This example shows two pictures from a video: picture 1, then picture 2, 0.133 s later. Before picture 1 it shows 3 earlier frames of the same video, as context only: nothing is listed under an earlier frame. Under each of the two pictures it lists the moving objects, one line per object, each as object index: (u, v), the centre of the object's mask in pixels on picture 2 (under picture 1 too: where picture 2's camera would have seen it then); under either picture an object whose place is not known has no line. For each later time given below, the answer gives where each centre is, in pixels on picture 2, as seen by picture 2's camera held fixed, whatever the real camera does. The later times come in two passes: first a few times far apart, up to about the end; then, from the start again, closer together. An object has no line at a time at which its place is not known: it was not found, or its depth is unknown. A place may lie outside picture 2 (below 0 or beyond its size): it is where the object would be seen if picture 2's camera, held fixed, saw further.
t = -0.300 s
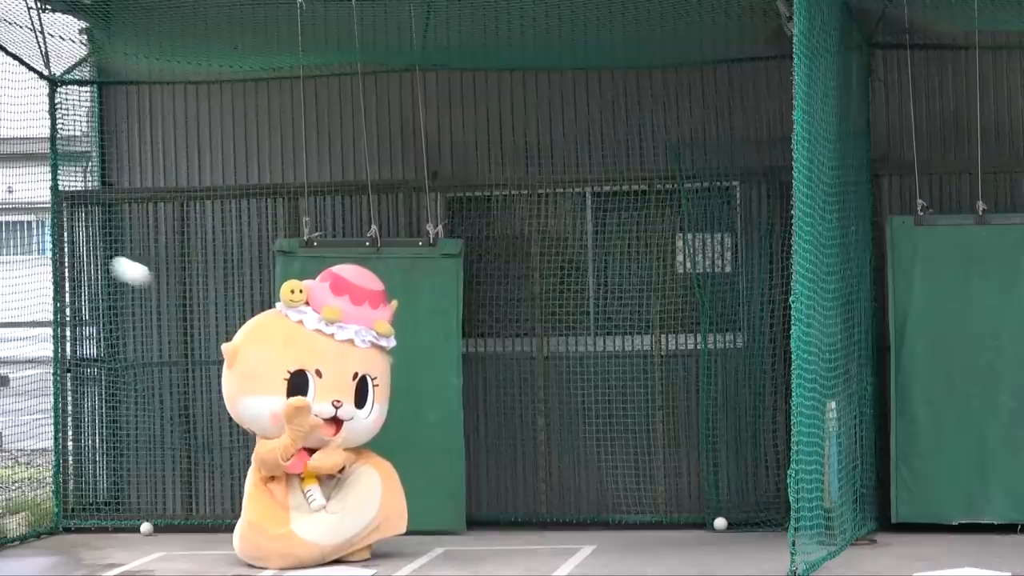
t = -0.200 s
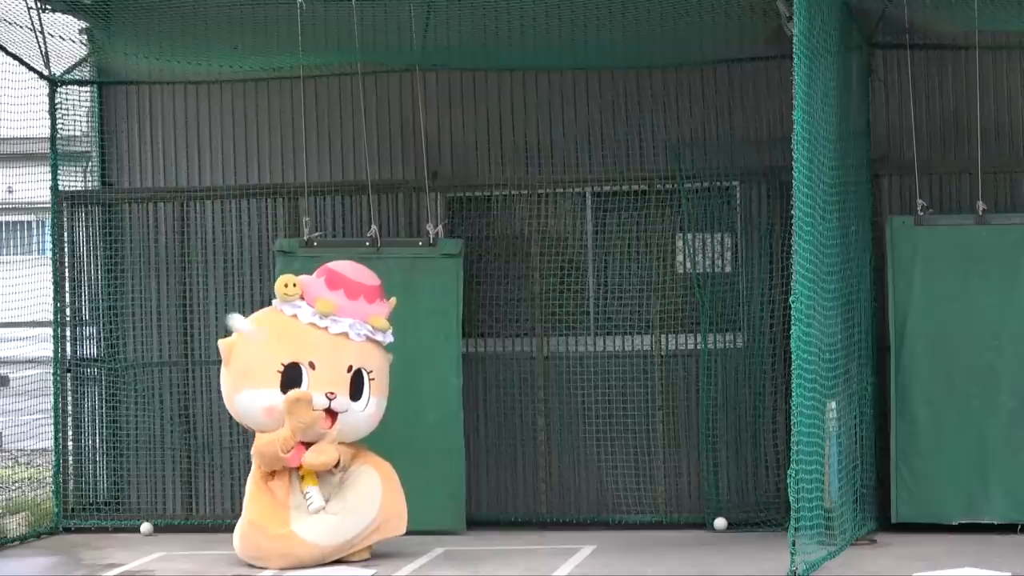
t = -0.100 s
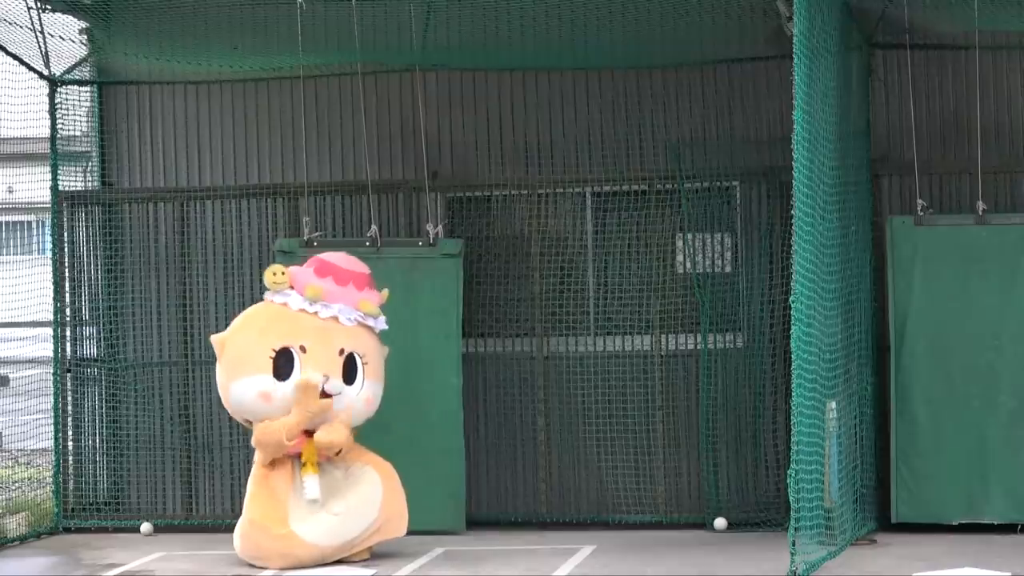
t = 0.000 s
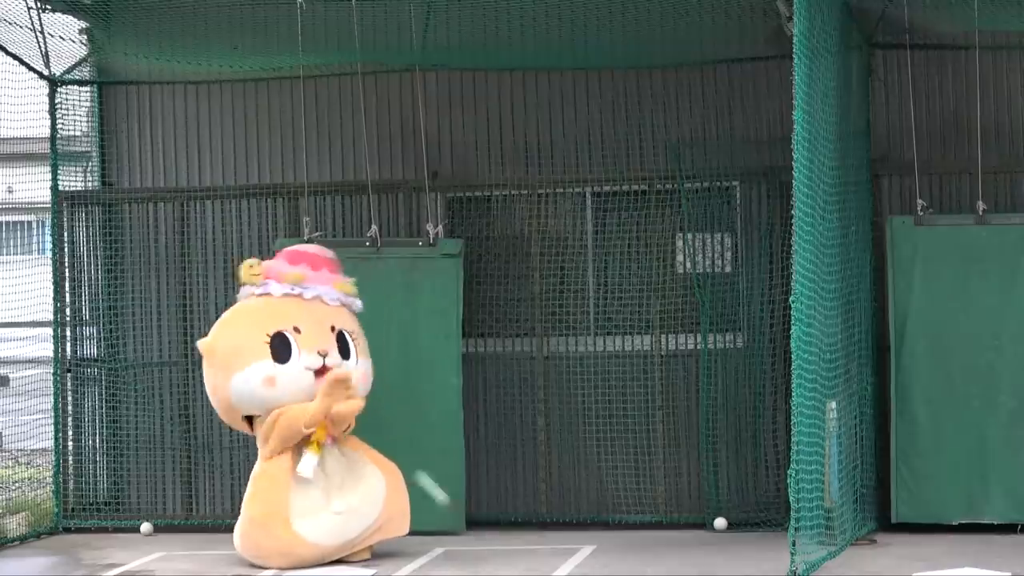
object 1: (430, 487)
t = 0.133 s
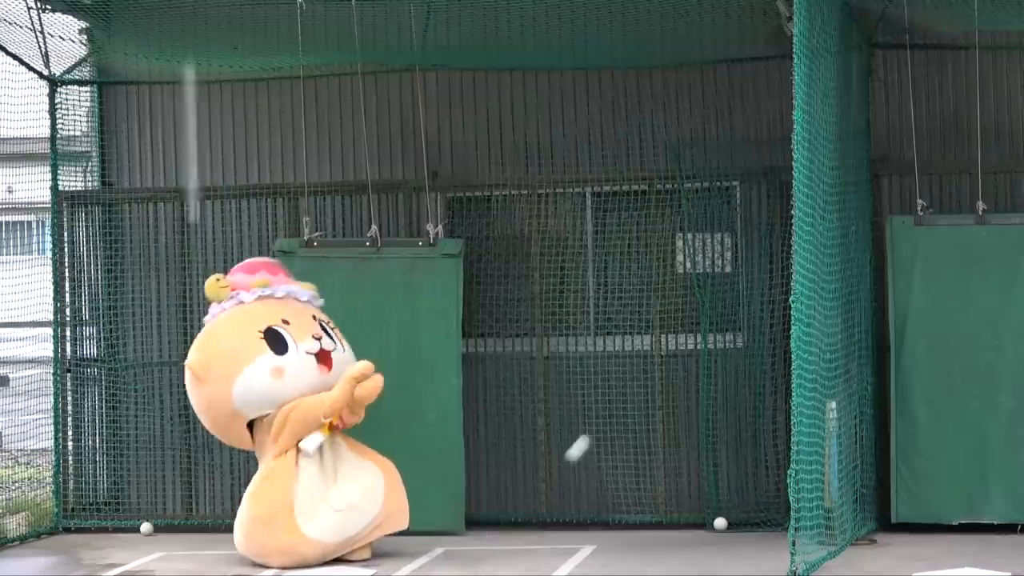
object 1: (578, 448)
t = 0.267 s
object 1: (702, 318)
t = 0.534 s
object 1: (848, 149)
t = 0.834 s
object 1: (785, 115)
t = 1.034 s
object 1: (742, 201)
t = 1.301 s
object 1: (687, 457)
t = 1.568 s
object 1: (659, 414)
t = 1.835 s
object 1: (644, 318)
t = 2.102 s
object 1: (633, 379)
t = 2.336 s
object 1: (626, 564)
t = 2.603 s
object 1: (614, 438)
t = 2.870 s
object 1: (605, 450)
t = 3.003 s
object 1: (602, 517)
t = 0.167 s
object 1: (608, 412)
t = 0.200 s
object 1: (639, 379)
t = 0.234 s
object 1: (671, 346)
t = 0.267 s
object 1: (702, 318)
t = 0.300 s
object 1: (733, 291)
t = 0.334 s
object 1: (765, 267)
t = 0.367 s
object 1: (788, 247)
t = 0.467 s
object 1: (854, 180)
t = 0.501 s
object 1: (852, 163)
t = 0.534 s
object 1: (848, 149)
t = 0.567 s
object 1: (842, 136)
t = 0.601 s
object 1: (836, 125)
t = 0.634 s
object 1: (829, 117)
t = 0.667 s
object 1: (822, 111)
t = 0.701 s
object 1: (815, 107)
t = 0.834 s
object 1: (785, 115)
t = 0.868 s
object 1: (778, 123)
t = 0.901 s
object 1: (771, 134)
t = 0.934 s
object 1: (764, 147)
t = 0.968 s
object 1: (756, 163)
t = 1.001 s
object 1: (749, 180)
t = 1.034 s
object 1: (742, 201)
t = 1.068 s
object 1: (735, 224)
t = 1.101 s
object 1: (728, 250)
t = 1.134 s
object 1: (721, 278)
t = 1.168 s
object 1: (714, 308)
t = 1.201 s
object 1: (707, 342)
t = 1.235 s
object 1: (700, 378)
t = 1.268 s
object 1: (694, 416)
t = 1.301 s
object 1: (687, 457)
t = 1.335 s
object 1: (680, 500)
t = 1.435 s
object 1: (667, 517)
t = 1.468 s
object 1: (665, 488)
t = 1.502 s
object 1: (663, 461)
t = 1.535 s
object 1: (661, 435)
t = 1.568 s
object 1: (659, 414)
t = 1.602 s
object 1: (656, 393)
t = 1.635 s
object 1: (654, 375)
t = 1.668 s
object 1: (653, 360)
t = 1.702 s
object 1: (651, 346)
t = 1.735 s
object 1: (649, 336)
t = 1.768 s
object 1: (647, 328)
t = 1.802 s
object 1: (646, 322)
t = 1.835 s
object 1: (644, 318)
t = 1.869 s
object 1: (643, 317)
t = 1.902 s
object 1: (641, 318)
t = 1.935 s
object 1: (640, 322)
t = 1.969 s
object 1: (638, 328)
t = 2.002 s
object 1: (637, 337)
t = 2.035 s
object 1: (636, 348)
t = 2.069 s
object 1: (634, 362)
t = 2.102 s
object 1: (633, 379)
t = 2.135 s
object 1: (632, 397)
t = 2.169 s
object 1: (631, 419)
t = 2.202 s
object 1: (630, 443)
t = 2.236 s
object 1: (629, 469)
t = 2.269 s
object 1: (628, 500)
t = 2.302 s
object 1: (627, 531)
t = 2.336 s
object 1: (626, 564)
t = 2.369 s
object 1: (625, 555)
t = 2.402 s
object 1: (623, 532)
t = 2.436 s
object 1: (622, 510)
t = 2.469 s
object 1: (620, 491)
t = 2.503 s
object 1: (619, 475)
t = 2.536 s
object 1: (617, 460)
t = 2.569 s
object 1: (615, 448)
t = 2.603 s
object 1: (614, 438)
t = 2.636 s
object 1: (613, 431)
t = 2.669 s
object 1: (612, 426)
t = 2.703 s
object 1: (610, 424)
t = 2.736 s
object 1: (609, 424)
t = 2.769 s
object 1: (608, 427)
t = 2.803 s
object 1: (607, 432)
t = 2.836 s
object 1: (606, 439)
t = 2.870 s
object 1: (605, 450)
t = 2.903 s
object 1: (604, 462)
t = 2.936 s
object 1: (604, 478)
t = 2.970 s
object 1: (603, 496)
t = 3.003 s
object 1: (602, 517)
